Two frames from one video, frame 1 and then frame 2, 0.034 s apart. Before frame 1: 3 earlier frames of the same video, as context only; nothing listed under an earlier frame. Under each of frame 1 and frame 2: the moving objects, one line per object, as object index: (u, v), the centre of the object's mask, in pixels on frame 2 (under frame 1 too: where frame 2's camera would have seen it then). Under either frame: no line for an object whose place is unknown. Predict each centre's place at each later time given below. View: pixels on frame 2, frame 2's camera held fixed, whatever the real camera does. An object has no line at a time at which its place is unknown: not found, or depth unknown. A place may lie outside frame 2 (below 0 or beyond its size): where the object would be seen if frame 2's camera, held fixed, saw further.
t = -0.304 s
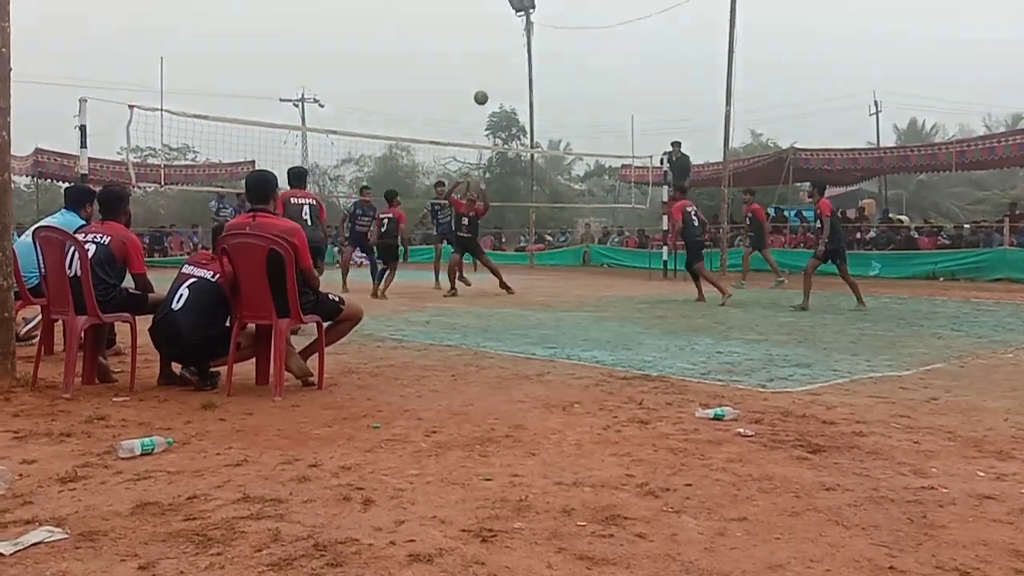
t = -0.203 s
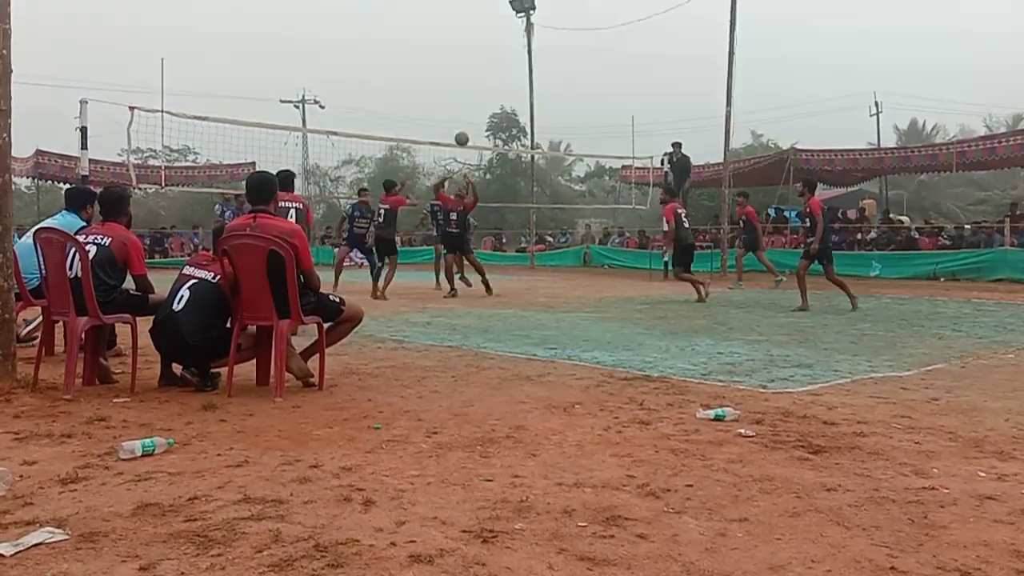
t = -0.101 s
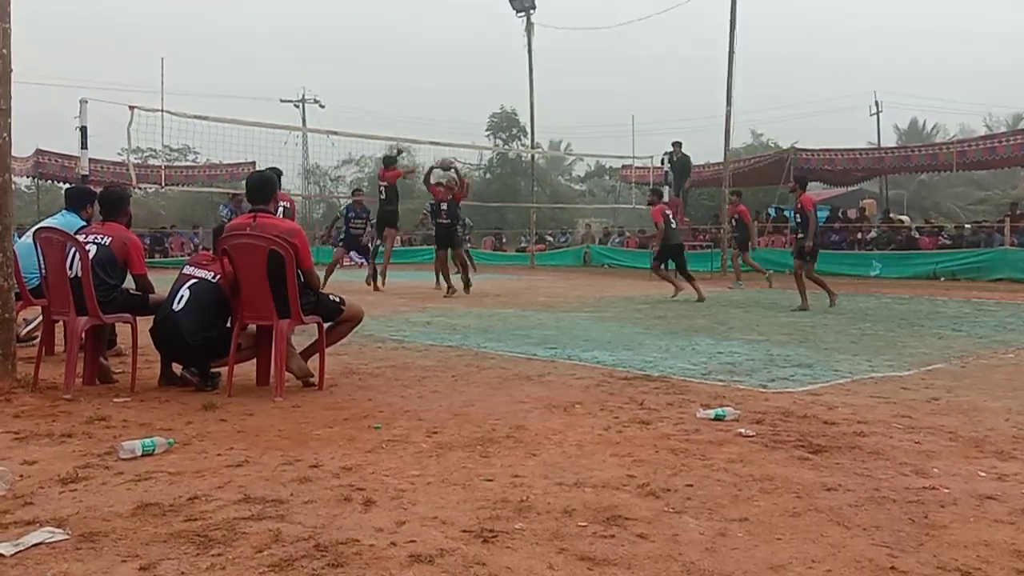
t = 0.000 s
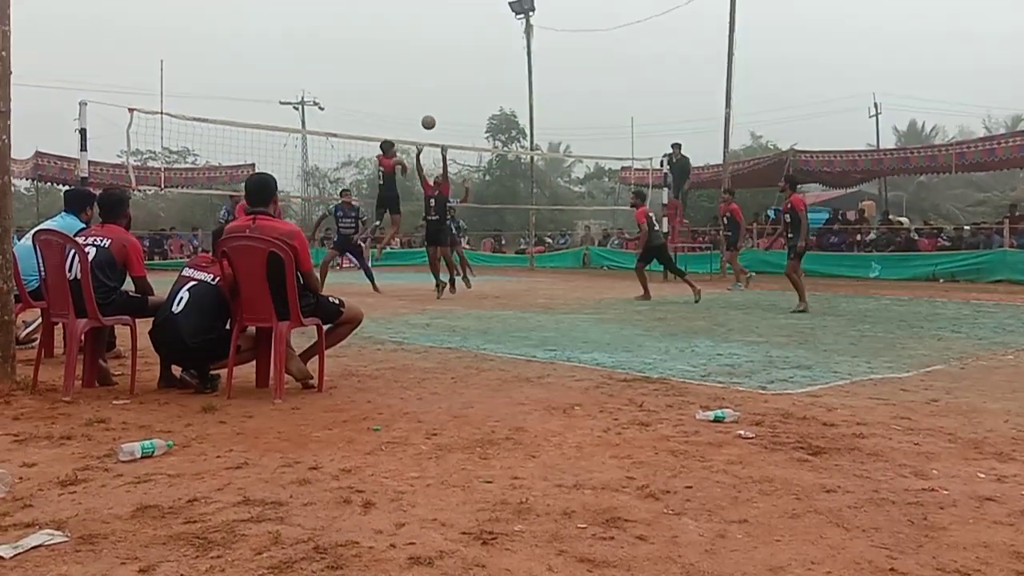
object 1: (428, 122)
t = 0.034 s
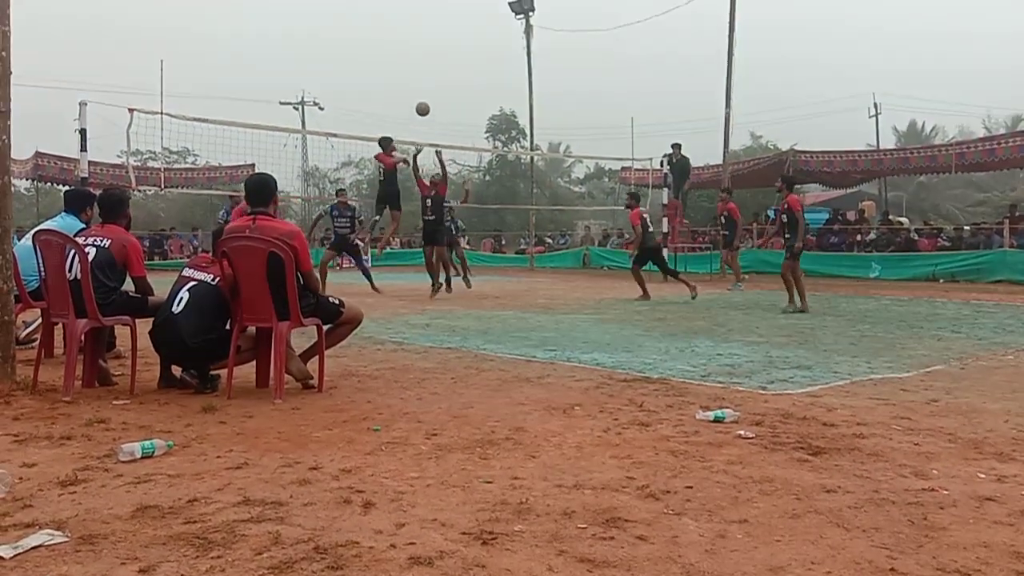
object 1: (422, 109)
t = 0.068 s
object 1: (416, 96)
